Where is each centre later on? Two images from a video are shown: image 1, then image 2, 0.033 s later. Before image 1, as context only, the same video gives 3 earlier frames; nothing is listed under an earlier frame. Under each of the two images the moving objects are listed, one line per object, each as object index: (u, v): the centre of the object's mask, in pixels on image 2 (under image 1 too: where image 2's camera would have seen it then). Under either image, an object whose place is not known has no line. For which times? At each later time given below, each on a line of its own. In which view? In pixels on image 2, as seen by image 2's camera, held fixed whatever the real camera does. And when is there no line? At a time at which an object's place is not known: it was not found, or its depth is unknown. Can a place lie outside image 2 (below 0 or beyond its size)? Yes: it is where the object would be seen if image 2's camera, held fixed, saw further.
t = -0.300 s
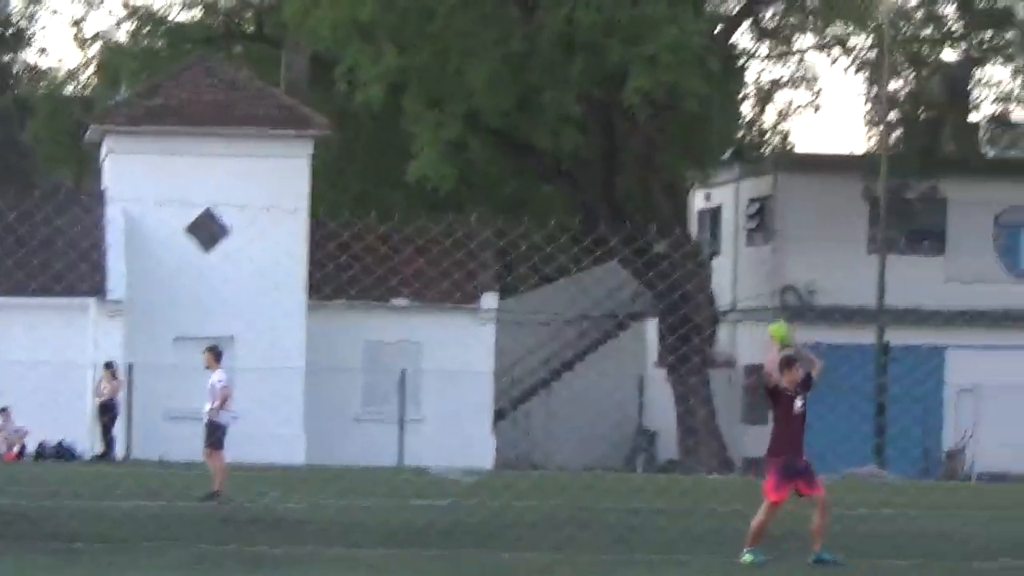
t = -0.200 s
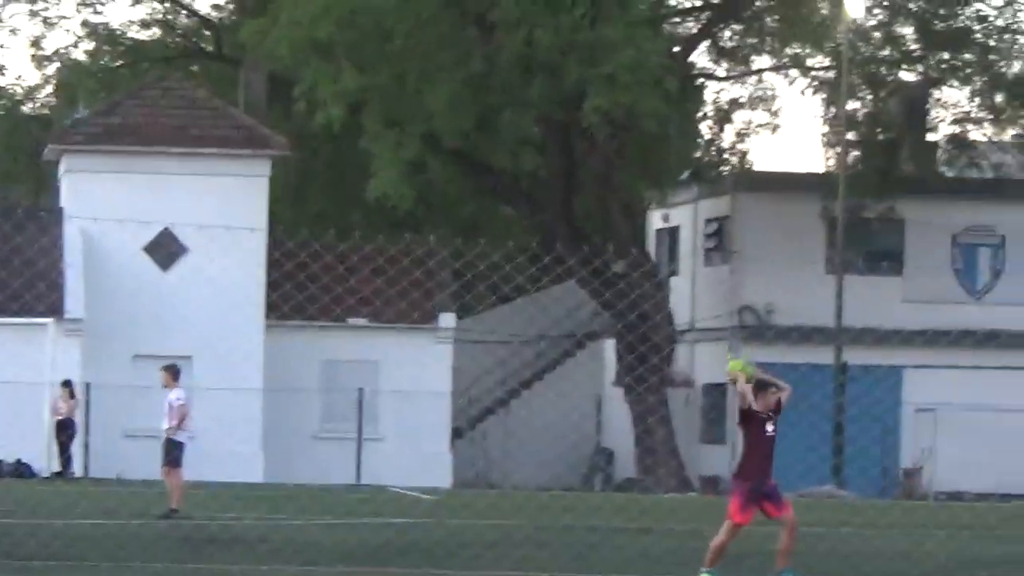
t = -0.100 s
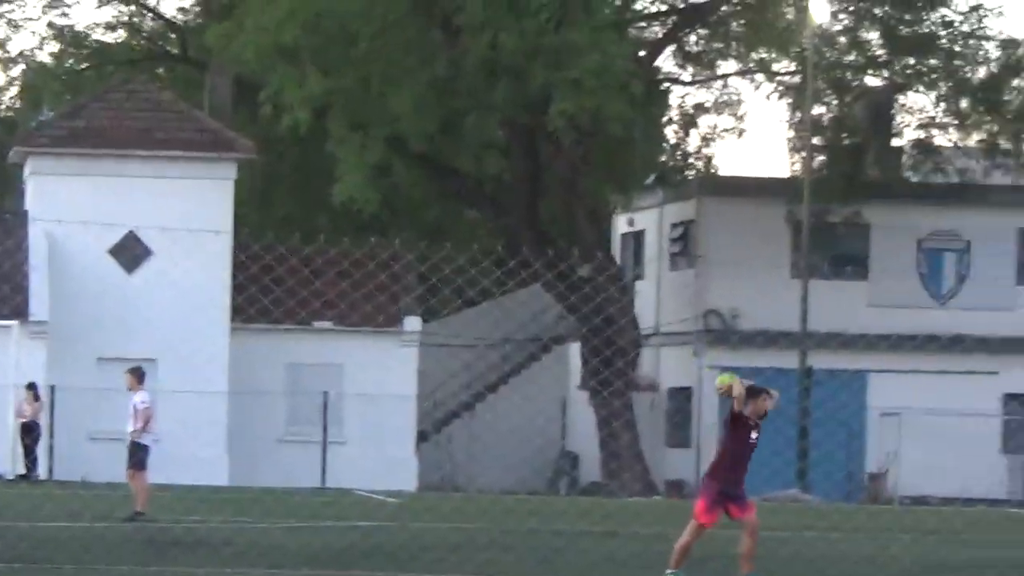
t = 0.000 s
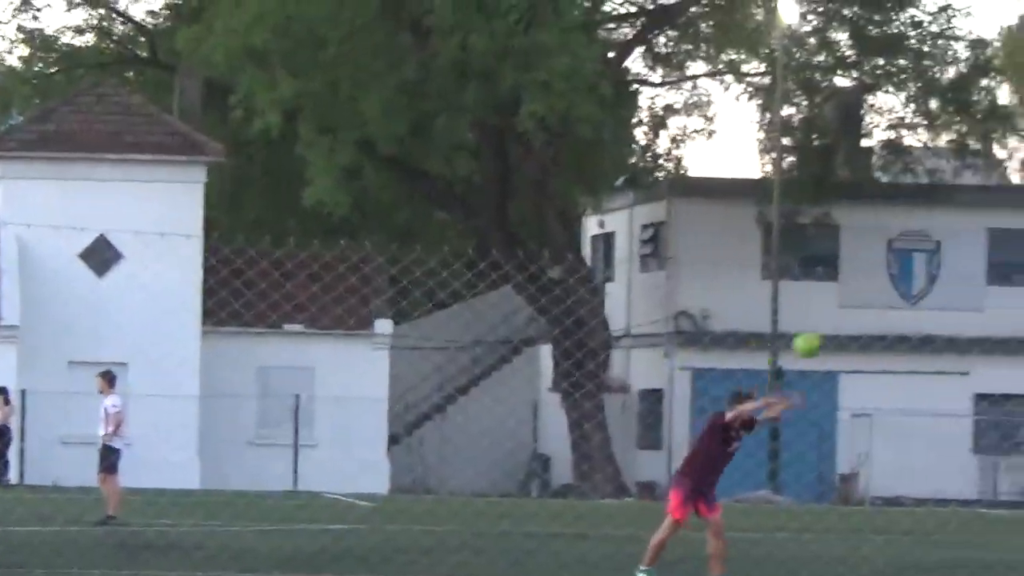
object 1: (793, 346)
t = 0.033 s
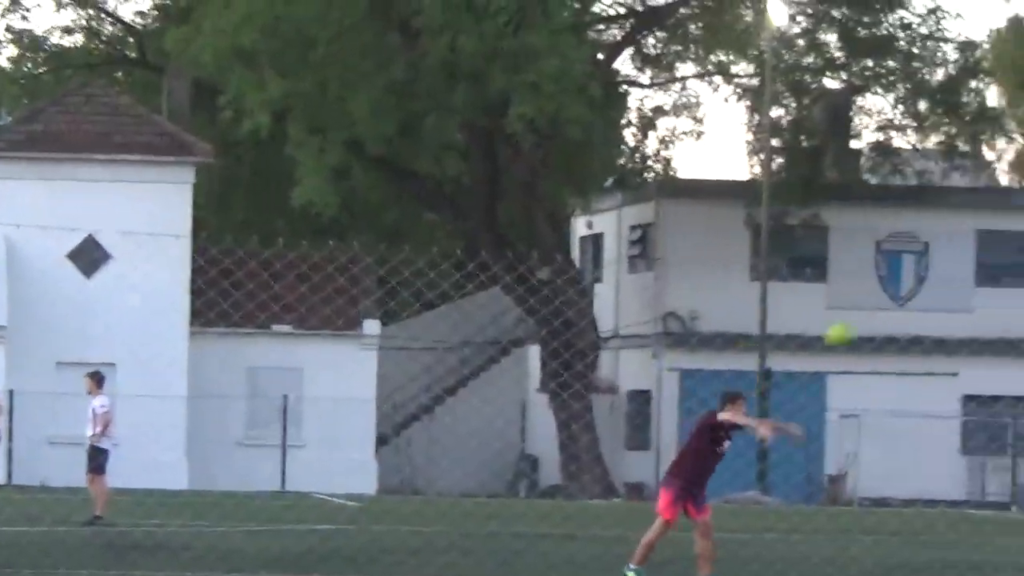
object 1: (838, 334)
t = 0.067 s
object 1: (885, 326)
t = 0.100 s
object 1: (934, 318)
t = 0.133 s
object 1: (980, 311)
